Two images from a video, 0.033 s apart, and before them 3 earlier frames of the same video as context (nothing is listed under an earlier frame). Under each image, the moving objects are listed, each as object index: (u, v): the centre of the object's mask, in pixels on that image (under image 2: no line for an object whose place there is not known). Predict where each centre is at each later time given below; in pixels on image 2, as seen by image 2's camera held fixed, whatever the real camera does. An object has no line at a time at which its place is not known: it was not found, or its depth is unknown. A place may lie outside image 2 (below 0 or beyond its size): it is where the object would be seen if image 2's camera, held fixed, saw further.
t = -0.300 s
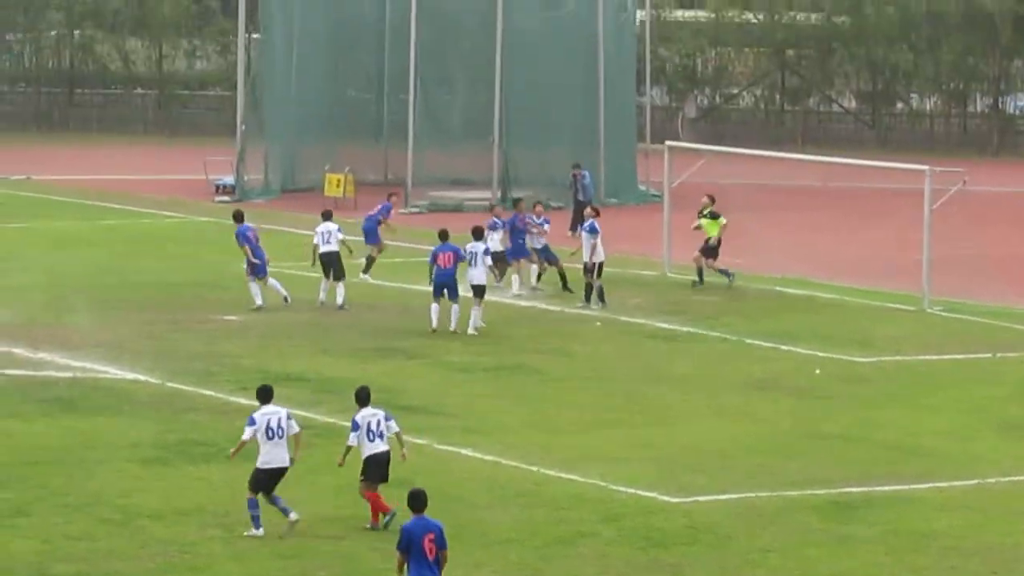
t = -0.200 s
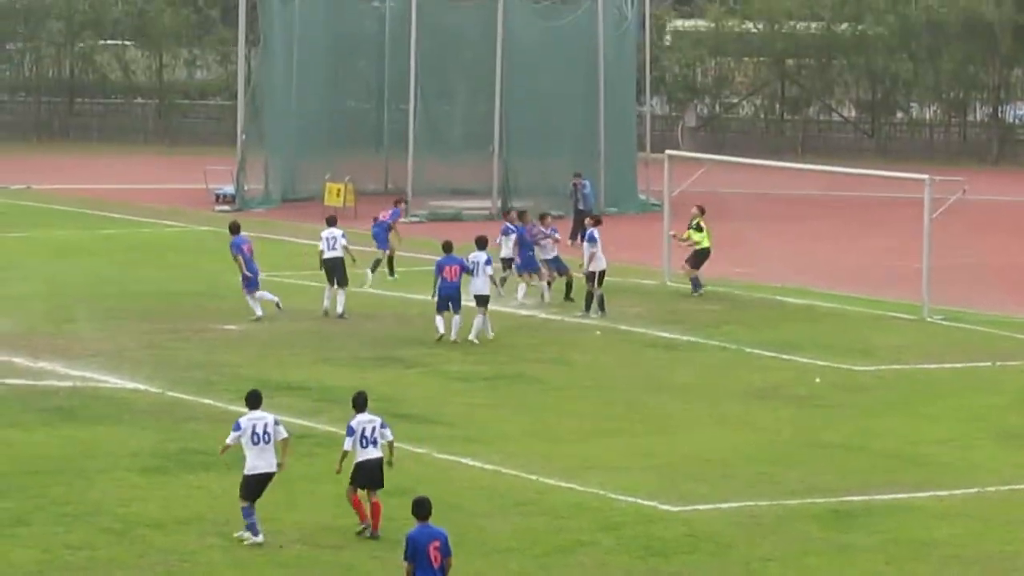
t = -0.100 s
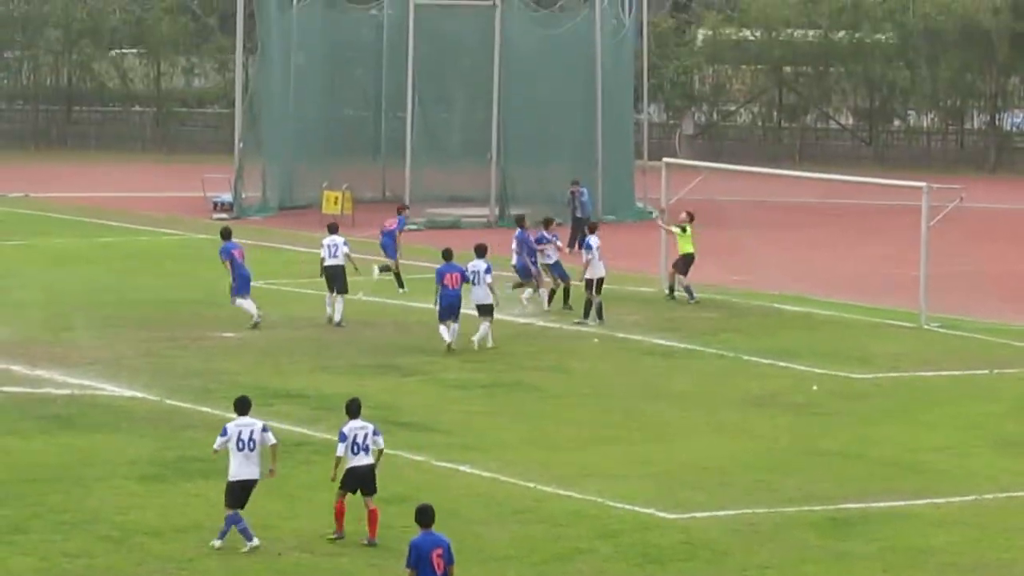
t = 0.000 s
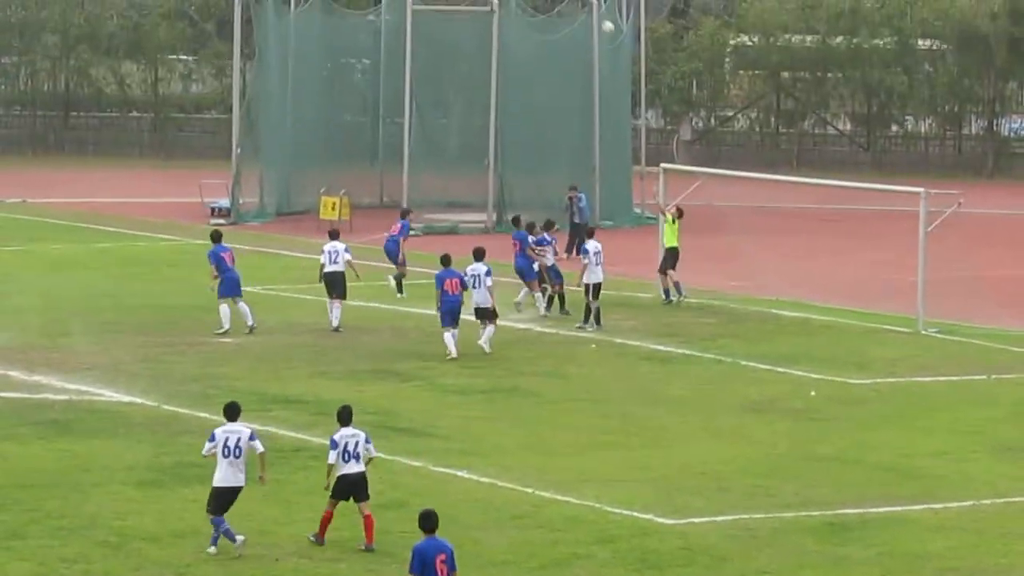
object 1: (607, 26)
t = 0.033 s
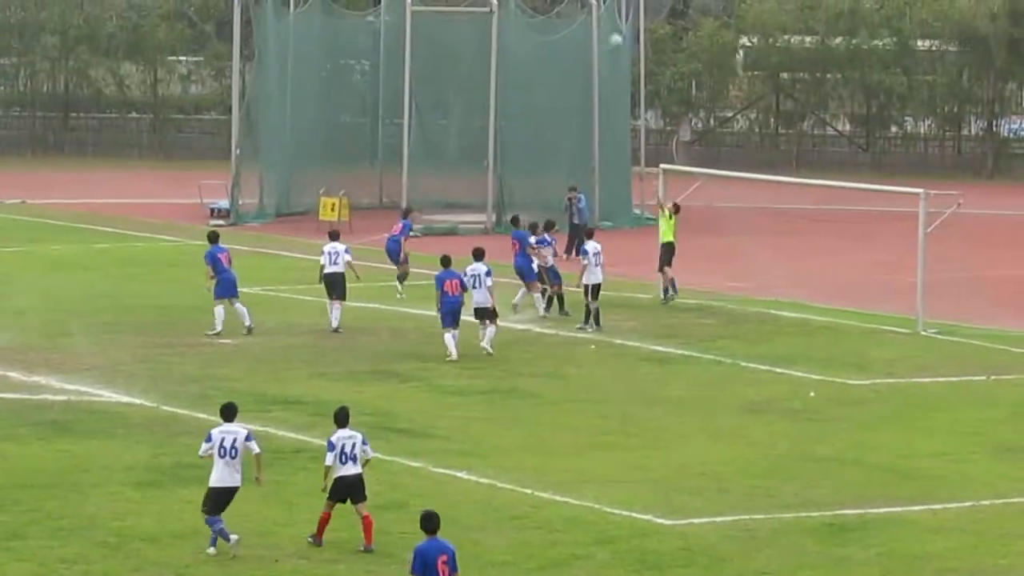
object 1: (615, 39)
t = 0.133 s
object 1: (642, 78)
